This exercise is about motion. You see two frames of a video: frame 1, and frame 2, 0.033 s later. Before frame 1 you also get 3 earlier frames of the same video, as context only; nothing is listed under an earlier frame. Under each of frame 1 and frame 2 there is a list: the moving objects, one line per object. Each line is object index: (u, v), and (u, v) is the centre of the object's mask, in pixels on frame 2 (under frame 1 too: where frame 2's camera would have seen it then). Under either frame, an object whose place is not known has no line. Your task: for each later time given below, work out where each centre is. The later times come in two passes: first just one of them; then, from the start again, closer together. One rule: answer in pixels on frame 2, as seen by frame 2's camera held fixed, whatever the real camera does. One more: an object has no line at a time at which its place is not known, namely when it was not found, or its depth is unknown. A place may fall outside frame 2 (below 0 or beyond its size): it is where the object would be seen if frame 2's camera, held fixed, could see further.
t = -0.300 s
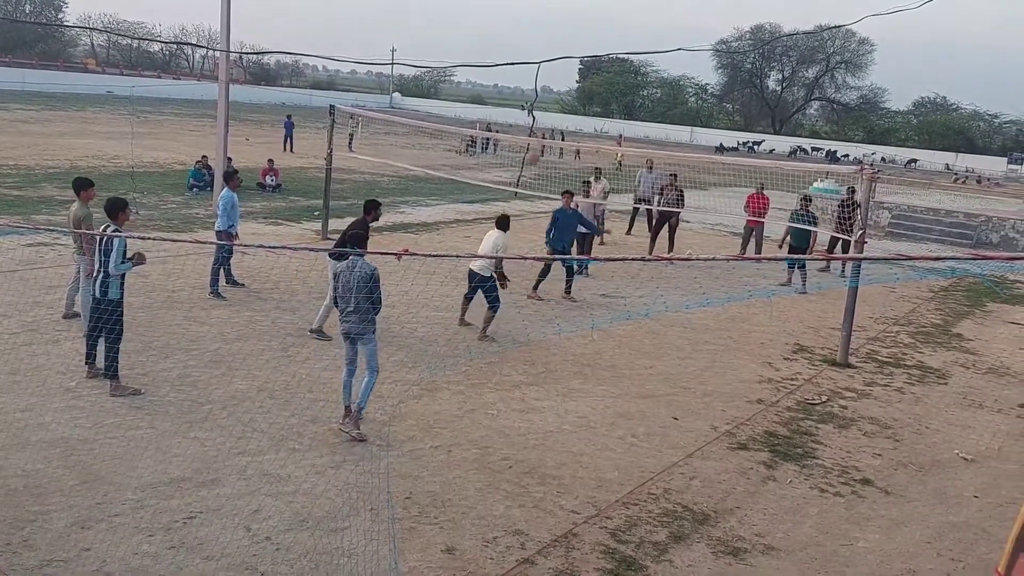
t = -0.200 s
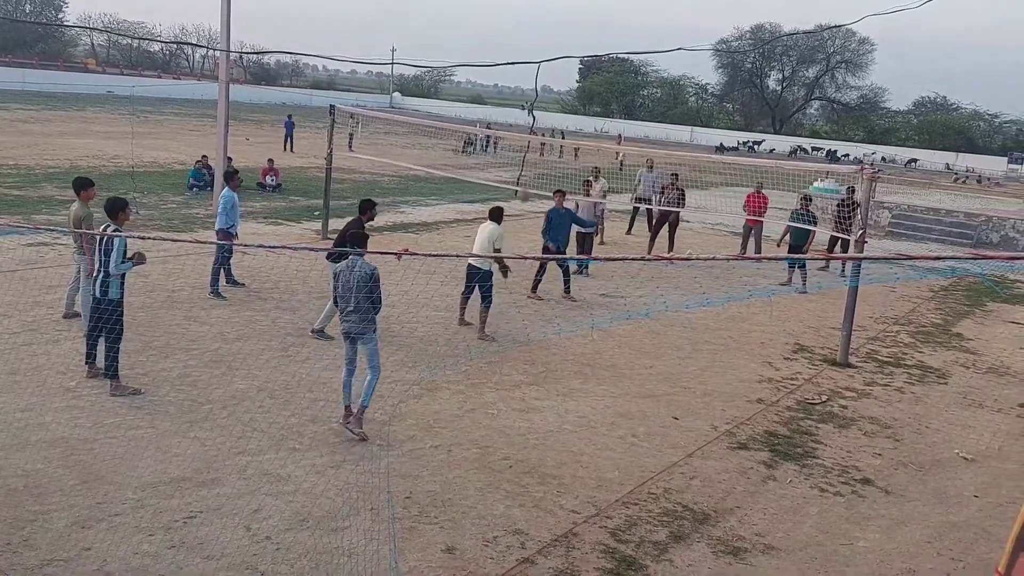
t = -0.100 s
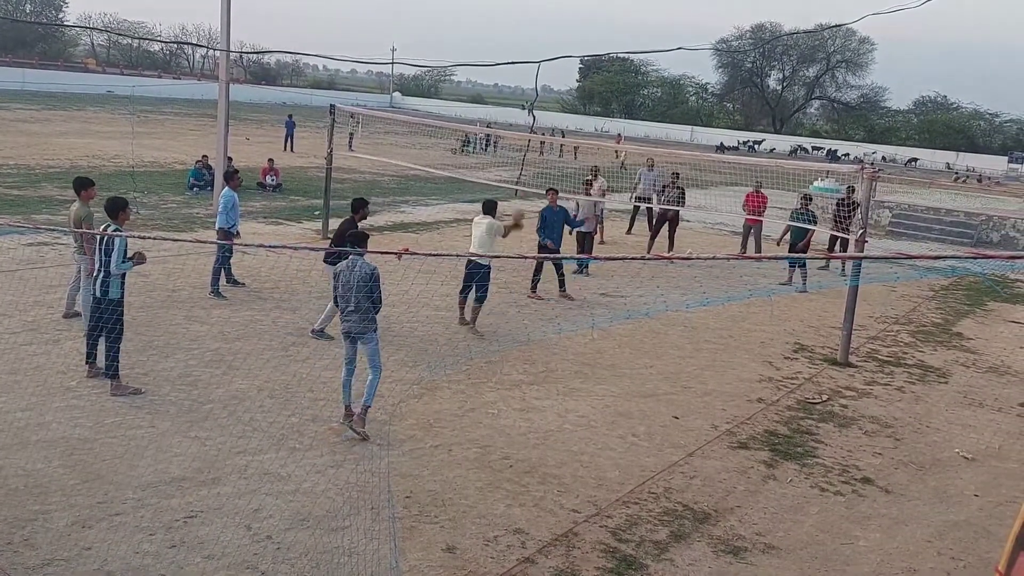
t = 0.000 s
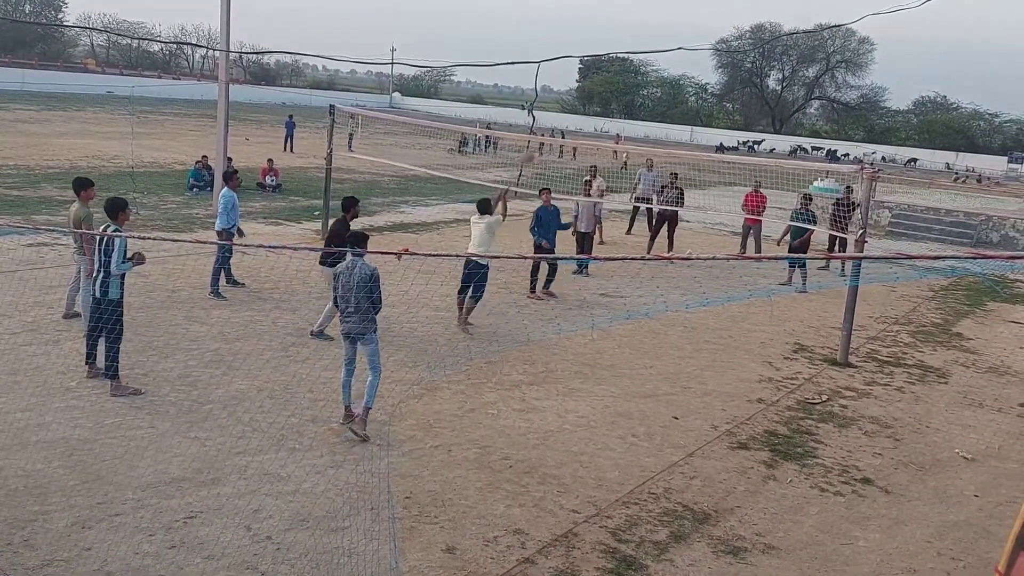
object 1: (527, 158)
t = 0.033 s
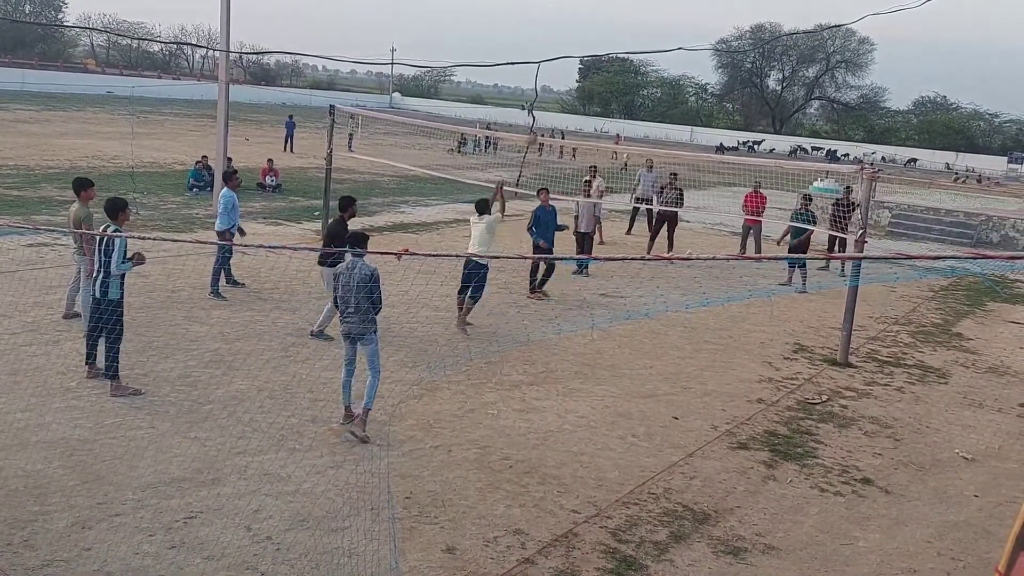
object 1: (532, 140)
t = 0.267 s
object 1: (548, 51)
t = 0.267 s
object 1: (548, 51)
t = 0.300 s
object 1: (550, 42)
